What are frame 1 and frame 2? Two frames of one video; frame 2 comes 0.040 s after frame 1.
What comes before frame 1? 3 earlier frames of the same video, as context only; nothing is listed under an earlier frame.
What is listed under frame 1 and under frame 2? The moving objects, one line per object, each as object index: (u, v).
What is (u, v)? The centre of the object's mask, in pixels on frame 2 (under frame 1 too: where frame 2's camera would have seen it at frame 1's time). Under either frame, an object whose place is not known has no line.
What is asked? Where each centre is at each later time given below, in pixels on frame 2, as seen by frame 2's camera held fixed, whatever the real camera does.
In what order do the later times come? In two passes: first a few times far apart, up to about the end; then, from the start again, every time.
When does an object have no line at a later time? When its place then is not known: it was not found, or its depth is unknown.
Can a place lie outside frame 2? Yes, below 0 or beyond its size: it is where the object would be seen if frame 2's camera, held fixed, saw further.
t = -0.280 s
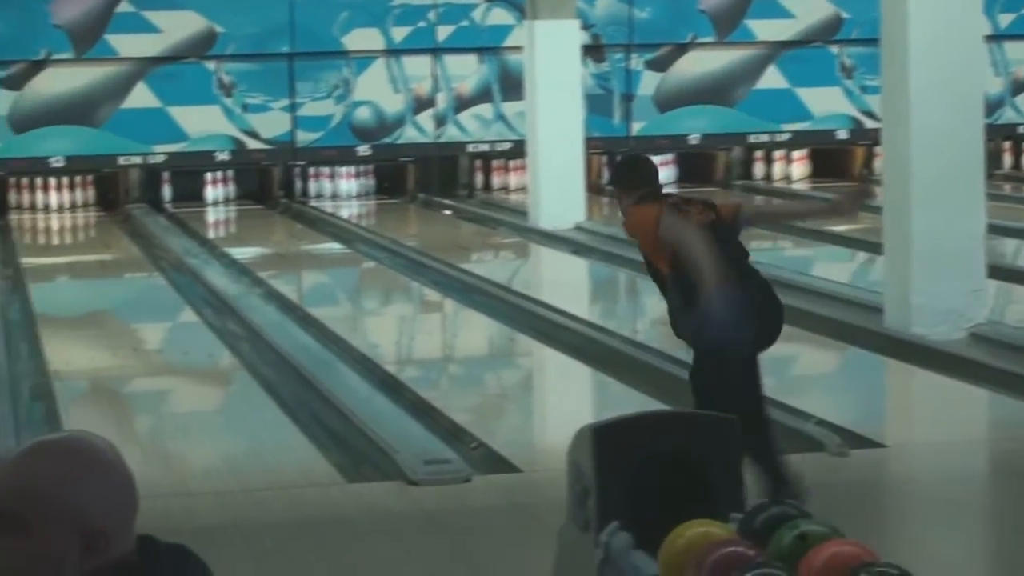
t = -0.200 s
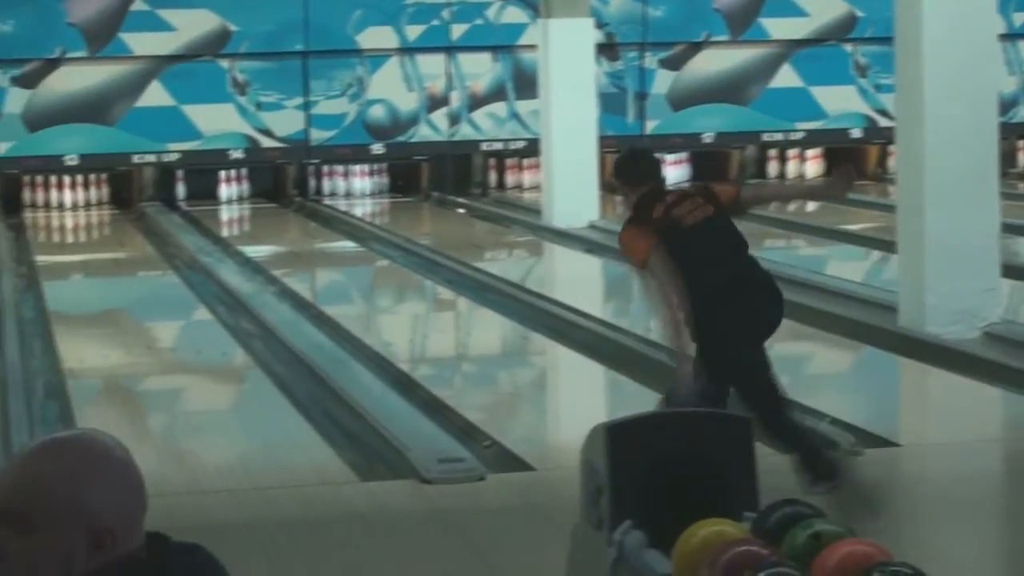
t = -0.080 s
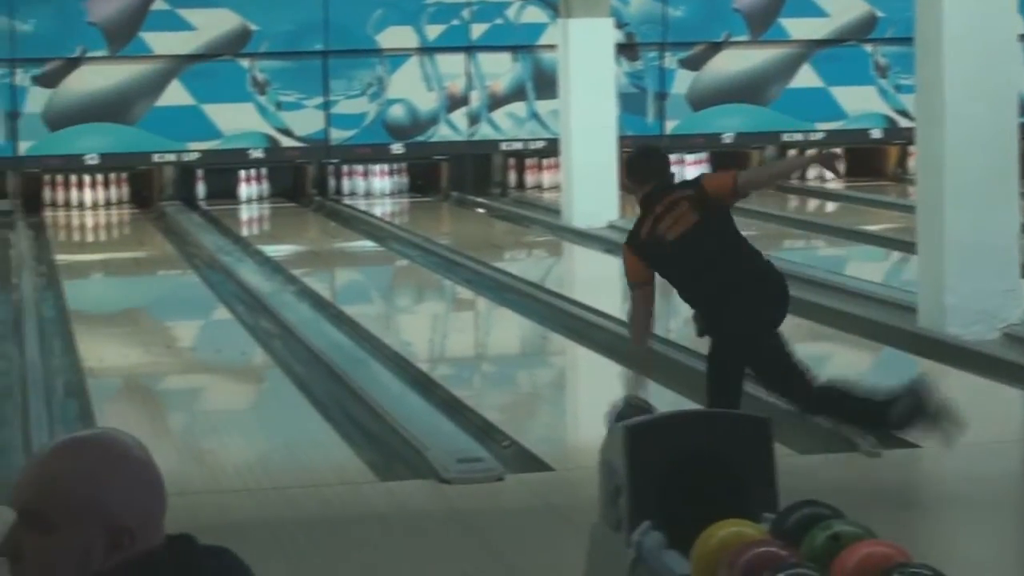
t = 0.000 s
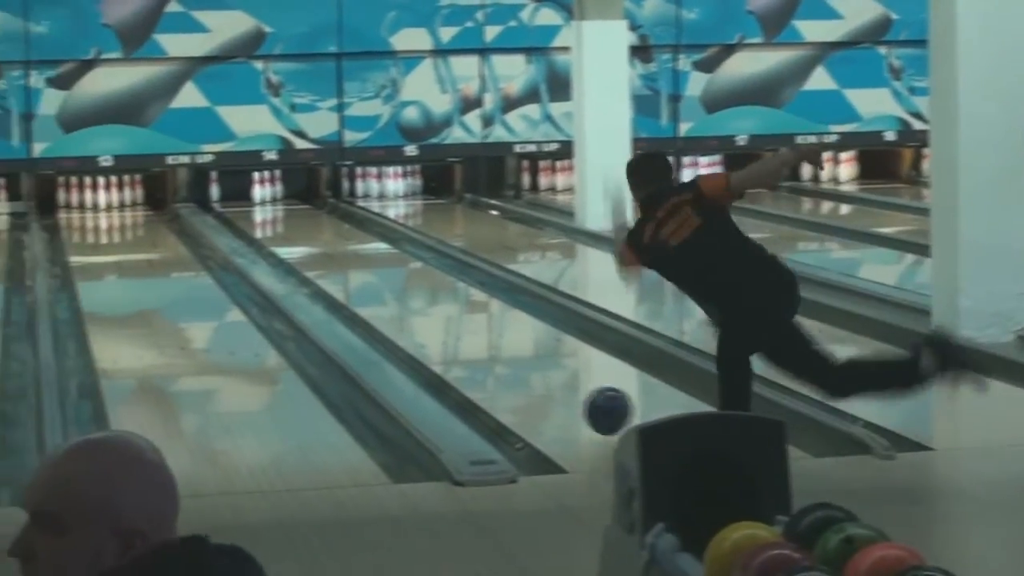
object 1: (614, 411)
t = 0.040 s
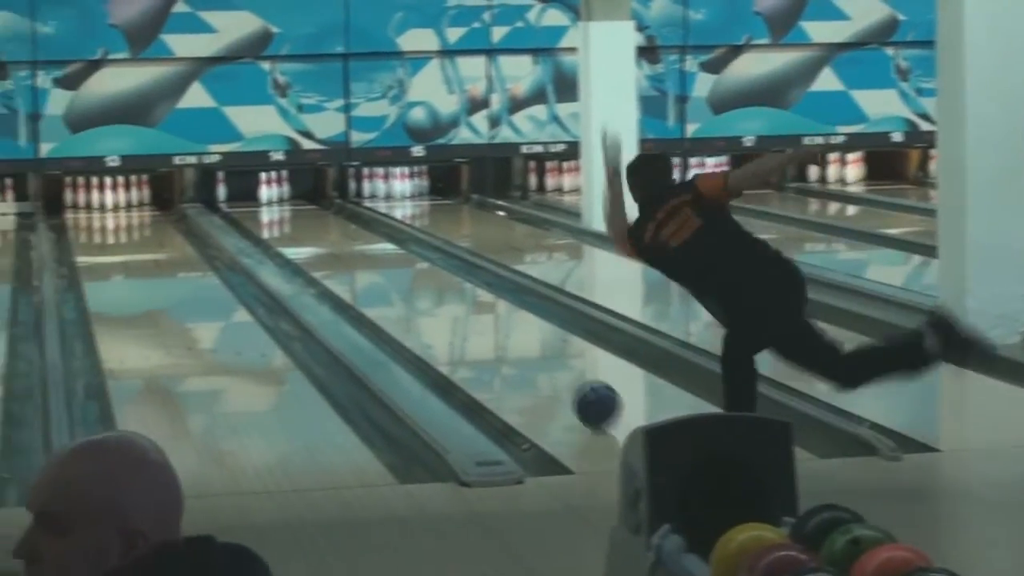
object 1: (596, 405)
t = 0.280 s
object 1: (512, 349)
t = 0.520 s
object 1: (450, 309)
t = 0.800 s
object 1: (398, 275)
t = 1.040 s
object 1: (364, 253)
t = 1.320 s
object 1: (333, 232)
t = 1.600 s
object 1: (309, 216)
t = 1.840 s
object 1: (294, 206)
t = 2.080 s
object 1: (281, 196)
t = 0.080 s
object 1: (580, 395)
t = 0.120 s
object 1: (565, 385)
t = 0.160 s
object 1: (551, 375)
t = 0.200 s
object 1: (537, 366)
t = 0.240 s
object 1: (524, 358)
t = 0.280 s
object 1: (512, 349)
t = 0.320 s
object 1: (500, 342)
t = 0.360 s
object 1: (489, 335)
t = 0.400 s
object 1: (479, 328)
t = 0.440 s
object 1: (469, 322)
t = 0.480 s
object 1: (460, 316)
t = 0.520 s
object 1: (450, 309)
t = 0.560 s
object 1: (442, 303)
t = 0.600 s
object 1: (433, 298)
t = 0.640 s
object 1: (426, 293)
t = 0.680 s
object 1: (418, 289)
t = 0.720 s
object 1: (411, 284)
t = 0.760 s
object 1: (405, 280)
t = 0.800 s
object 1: (398, 275)
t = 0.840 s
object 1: (392, 272)
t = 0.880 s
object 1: (386, 267)
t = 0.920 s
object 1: (380, 263)
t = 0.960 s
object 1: (375, 260)
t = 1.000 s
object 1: (369, 256)
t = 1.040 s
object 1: (364, 253)
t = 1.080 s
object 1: (359, 250)
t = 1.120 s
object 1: (354, 247)
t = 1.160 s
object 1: (349, 244)
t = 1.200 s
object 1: (345, 241)
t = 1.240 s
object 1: (340, 238)
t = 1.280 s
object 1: (337, 235)
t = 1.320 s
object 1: (333, 232)
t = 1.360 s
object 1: (328, 229)
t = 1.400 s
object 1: (325, 227)
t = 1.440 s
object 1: (321, 225)
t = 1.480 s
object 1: (318, 223)
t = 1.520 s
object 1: (315, 220)
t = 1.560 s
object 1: (311, 218)
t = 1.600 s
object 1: (309, 216)
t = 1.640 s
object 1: (306, 214)
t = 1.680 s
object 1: (303, 212)
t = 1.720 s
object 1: (300, 211)
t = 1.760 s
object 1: (298, 208)
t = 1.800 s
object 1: (295, 207)
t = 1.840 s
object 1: (294, 206)
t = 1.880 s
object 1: (291, 204)
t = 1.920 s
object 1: (289, 202)
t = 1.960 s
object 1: (287, 201)
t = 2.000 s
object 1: (284, 198)
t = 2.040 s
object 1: (283, 196)
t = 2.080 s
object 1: (281, 196)
